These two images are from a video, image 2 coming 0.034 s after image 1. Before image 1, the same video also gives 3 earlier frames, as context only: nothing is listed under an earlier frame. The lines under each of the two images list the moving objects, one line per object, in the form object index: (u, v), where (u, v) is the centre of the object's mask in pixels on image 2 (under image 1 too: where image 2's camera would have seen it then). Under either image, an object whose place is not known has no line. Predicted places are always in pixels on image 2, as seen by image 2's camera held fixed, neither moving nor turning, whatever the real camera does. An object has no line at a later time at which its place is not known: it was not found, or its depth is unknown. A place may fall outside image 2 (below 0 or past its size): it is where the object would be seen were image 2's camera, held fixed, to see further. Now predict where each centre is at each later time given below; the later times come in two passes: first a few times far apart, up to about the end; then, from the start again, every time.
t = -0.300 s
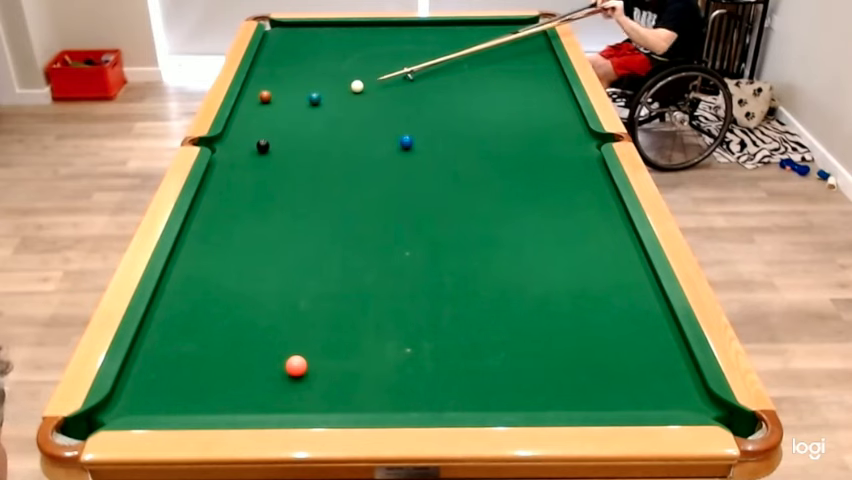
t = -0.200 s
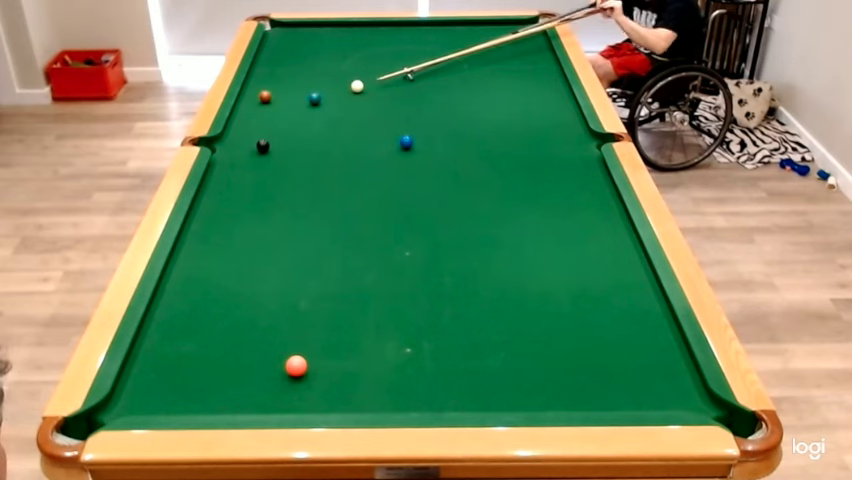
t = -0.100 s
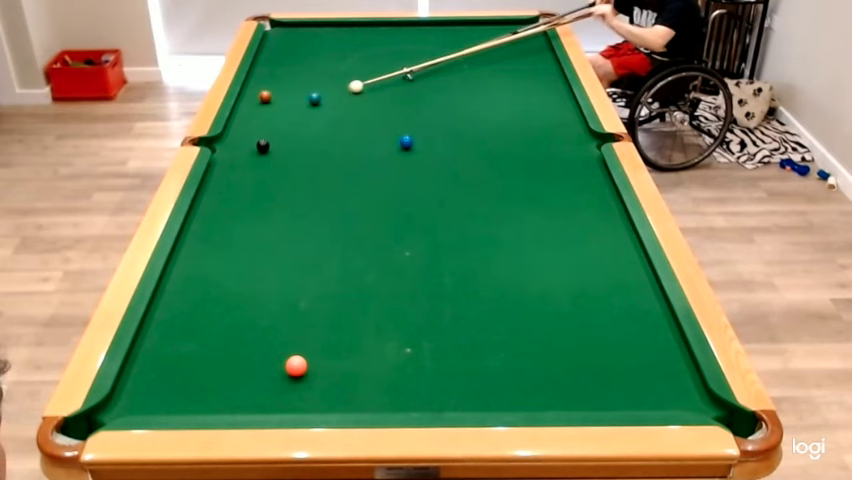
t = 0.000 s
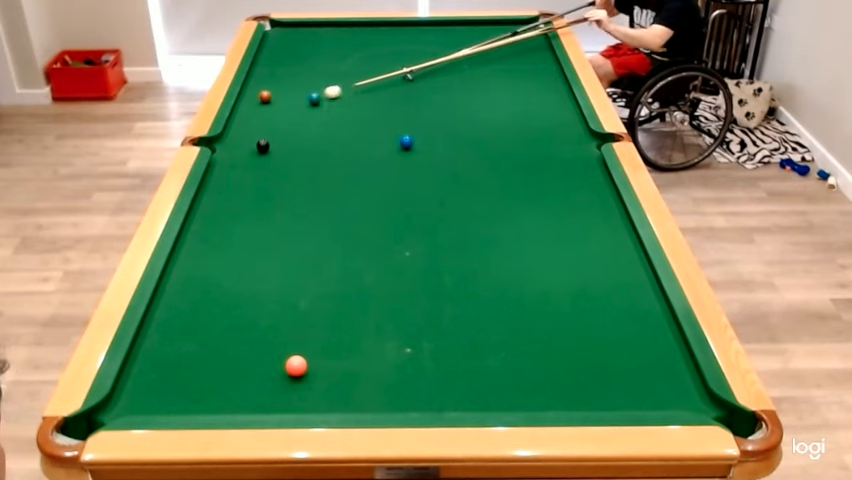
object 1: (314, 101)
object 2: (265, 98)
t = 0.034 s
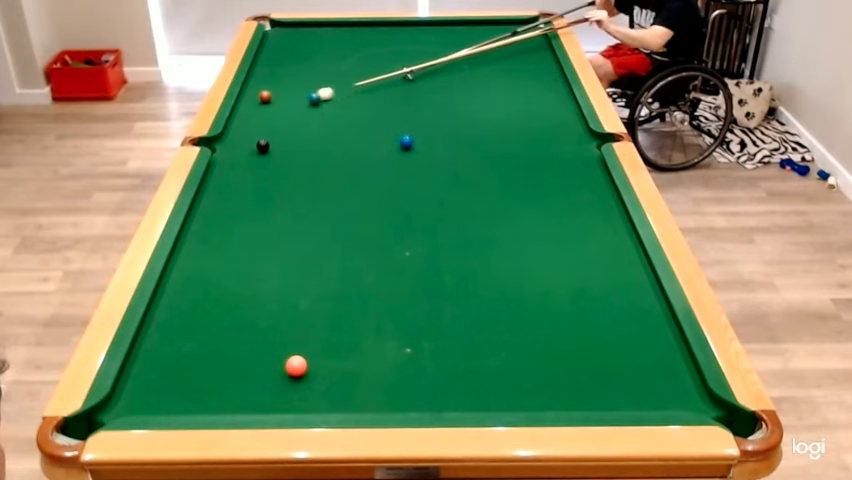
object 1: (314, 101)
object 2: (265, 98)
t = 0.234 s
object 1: (289, 110)
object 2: (265, 96)
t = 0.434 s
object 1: (266, 119)
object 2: (265, 96)
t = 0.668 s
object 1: (241, 131)
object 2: (261, 97)
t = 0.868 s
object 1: (217, 141)
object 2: (257, 99)
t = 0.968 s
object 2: (255, 100)
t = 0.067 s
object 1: (310, 100)
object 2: (265, 96)
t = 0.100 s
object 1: (305, 102)
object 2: (265, 96)
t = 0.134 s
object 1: (301, 104)
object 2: (265, 96)
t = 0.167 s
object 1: (297, 106)
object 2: (265, 96)
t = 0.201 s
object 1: (293, 108)
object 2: (265, 96)
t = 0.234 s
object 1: (289, 110)
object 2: (265, 96)
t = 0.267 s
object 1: (286, 111)
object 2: (265, 96)
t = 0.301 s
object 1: (281, 113)
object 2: (265, 96)
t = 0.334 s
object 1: (278, 115)
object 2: (265, 96)
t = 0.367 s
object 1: (274, 116)
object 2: (265, 96)
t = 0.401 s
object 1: (270, 118)
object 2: (265, 96)
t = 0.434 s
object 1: (266, 119)
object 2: (265, 96)
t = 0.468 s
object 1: (263, 121)
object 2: (265, 96)
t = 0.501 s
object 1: (259, 123)
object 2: (265, 96)
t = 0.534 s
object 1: (255, 124)
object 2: (264, 96)
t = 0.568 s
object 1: (251, 126)
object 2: (264, 96)
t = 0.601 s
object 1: (248, 128)
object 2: (263, 97)
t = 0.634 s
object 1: (244, 129)
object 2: (262, 97)
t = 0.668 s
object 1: (241, 131)
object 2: (261, 97)
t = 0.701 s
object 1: (237, 132)
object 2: (261, 97)
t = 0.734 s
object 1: (233, 134)
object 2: (260, 98)
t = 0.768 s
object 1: (230, 136)
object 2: (259, 98)
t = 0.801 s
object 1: (225, 138)
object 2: (258, 98)
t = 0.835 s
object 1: (221, 139)
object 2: (258, 99)
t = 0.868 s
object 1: (217, 141)
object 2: (257, 99)
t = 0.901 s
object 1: (214, 143)
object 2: (257, 99)
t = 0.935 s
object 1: (212, 144)
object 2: (256, 99)
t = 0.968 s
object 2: (255, 100)
